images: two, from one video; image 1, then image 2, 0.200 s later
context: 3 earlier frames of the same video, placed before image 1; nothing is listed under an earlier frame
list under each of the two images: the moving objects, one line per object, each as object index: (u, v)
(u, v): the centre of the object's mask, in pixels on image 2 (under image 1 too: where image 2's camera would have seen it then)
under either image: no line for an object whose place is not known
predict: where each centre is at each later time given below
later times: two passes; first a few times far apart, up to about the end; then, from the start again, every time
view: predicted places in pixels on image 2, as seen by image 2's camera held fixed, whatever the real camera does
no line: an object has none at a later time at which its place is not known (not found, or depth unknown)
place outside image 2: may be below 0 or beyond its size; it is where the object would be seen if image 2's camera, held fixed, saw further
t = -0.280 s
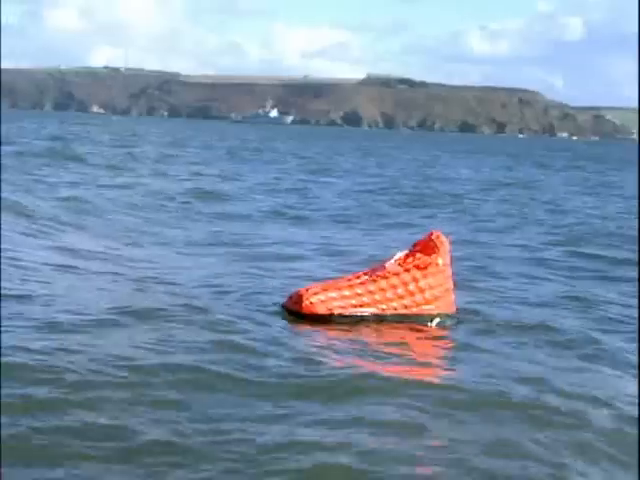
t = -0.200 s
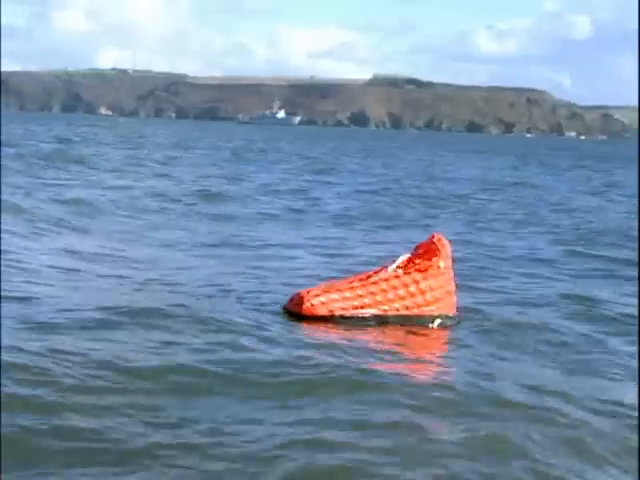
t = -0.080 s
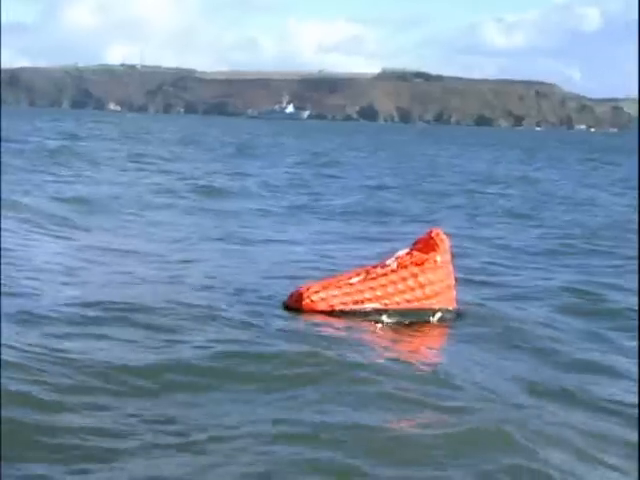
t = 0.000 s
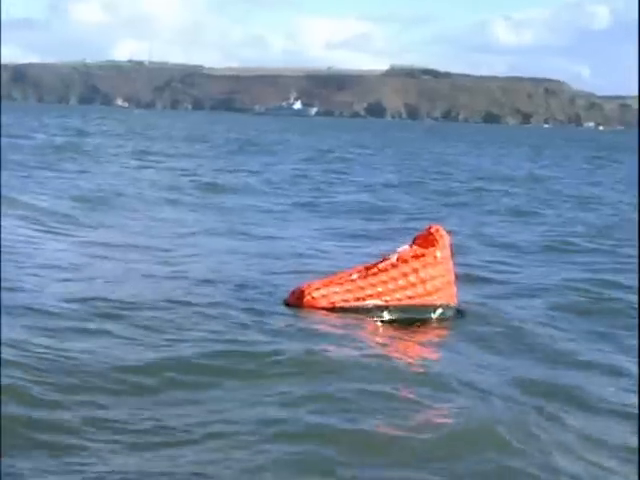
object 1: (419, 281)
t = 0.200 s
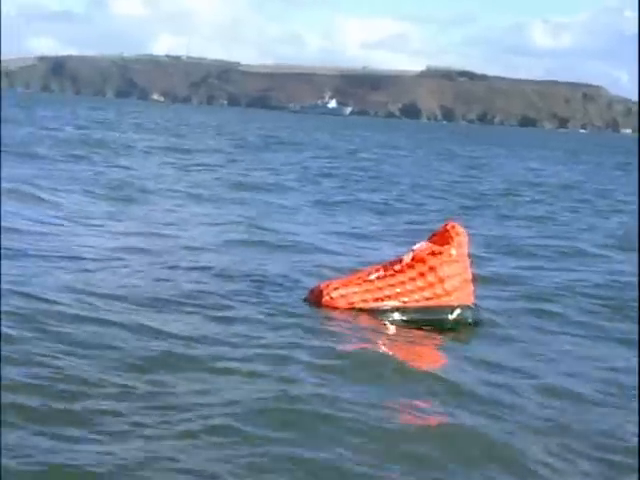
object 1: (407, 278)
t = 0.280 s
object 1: (402, 276)
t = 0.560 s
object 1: (381, 272)
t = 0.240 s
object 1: (405, 277)
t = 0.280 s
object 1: (402, 276)
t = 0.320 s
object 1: (400, 275)
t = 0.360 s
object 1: (397, 274)
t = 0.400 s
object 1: (394, 274)
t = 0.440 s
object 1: (391, 274)
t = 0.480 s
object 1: (388, 274)
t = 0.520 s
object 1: (384, 273)
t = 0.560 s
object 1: (381, 272)
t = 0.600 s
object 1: (378, 274)
